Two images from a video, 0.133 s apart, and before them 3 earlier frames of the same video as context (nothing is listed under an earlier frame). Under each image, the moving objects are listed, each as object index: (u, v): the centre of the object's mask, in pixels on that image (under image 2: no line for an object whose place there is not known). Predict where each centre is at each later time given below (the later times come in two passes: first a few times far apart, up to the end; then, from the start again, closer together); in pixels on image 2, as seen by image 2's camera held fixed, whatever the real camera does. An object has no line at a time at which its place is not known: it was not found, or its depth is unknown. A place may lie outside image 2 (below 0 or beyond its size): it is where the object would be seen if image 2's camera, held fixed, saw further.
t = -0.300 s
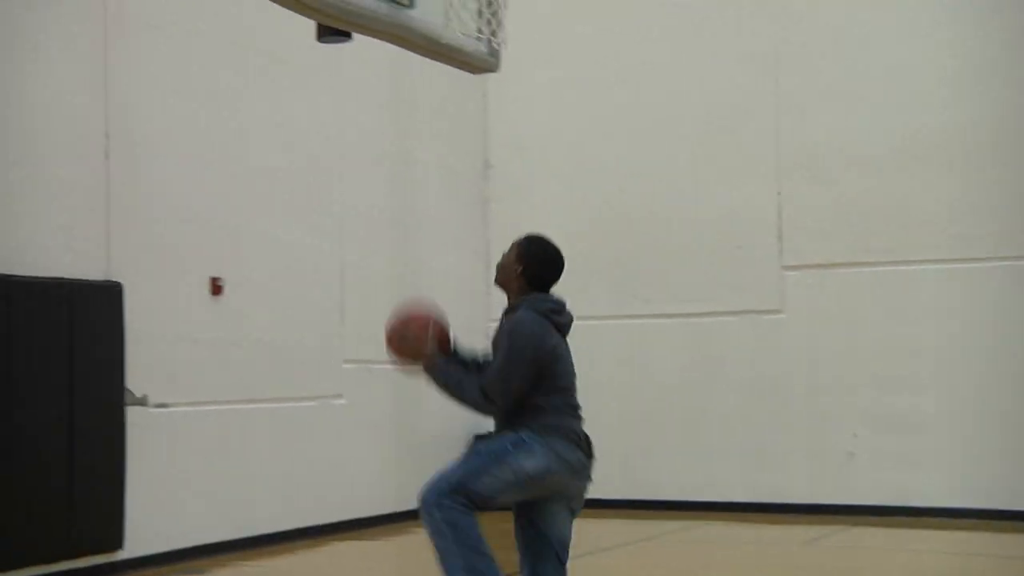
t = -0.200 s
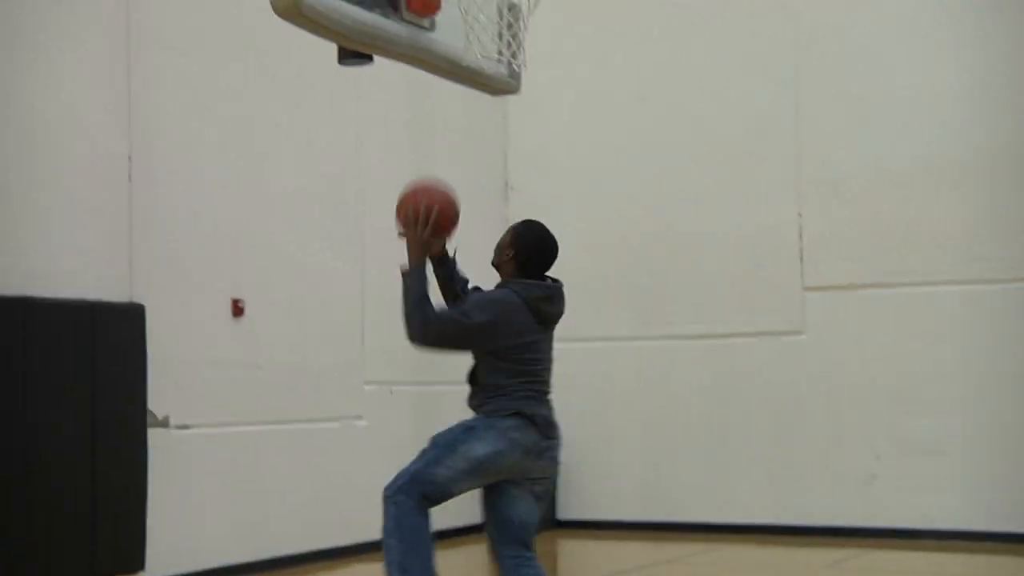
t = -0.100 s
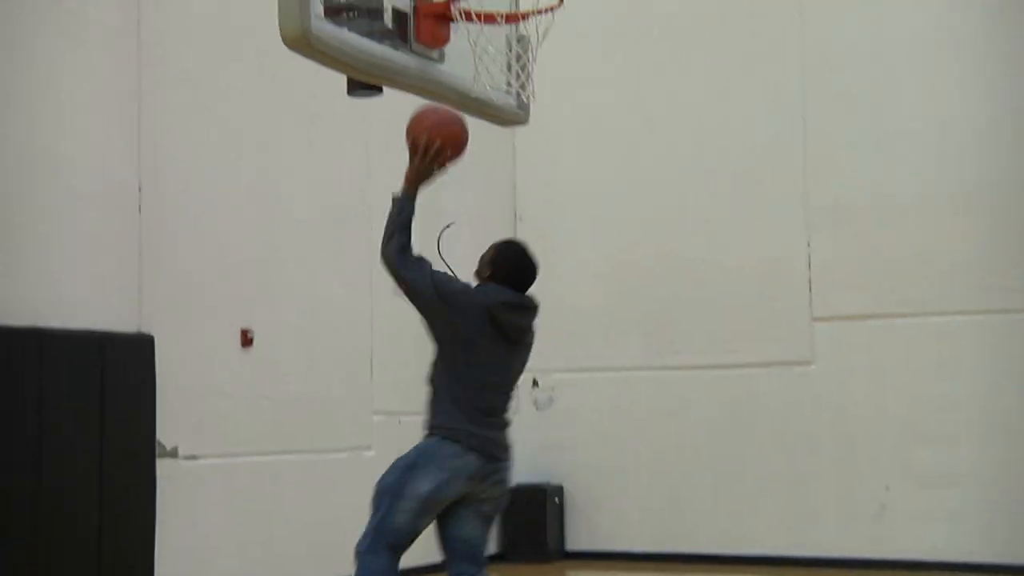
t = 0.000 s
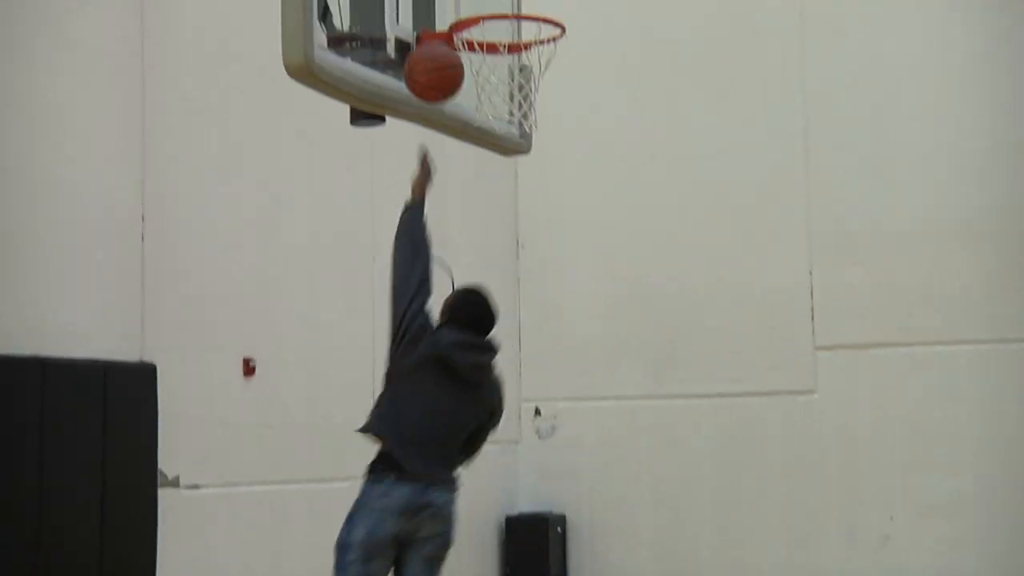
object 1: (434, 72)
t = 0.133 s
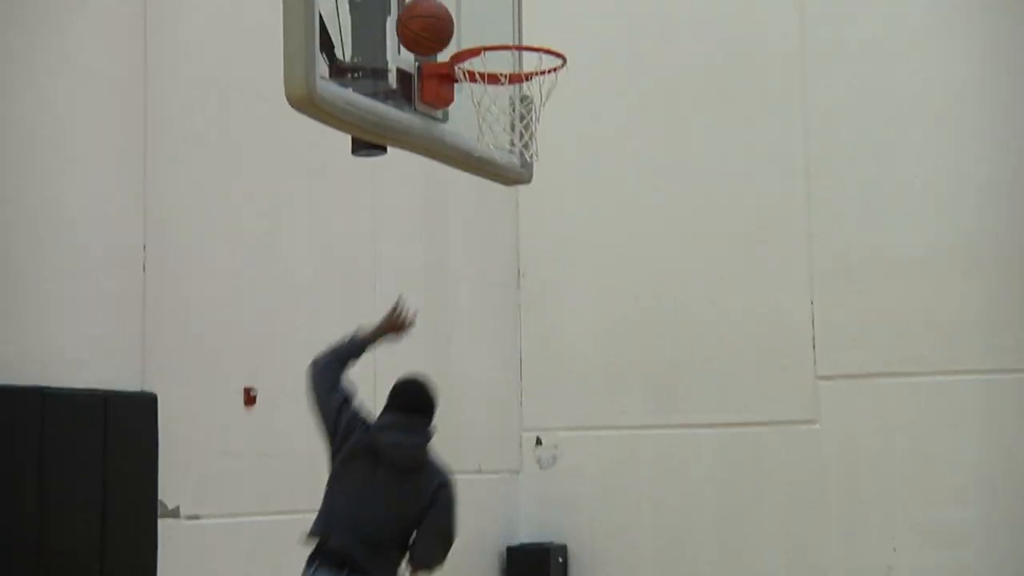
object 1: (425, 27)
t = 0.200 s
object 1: (420, 10)
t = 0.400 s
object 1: (462, 22)
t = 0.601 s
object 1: (525, 115)
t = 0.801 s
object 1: (572, 263)
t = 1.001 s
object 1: (619, 501)
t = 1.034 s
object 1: (627, 546)
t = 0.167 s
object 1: (422, 18)
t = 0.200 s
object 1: (420, 10)
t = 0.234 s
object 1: (418, 4)
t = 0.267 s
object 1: (422, 1)
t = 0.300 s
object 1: (432, 1)
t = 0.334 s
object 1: (443, 6)
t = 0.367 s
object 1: (452, 13)
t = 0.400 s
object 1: (462, 22)
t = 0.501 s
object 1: (495, 61)
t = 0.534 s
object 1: (504, 76)
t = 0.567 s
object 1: (515, 95)
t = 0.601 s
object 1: (525, 115)
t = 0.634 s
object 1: (534, 134)
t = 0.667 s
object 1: (542, 156)
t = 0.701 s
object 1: (549, 178)
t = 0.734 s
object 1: (557, 204)
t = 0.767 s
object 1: (564, 232)
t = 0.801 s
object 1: (572, 263)
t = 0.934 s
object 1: (603, 411)
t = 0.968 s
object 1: (611, 456)
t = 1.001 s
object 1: (619, 501)
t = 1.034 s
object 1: (627, 546)
